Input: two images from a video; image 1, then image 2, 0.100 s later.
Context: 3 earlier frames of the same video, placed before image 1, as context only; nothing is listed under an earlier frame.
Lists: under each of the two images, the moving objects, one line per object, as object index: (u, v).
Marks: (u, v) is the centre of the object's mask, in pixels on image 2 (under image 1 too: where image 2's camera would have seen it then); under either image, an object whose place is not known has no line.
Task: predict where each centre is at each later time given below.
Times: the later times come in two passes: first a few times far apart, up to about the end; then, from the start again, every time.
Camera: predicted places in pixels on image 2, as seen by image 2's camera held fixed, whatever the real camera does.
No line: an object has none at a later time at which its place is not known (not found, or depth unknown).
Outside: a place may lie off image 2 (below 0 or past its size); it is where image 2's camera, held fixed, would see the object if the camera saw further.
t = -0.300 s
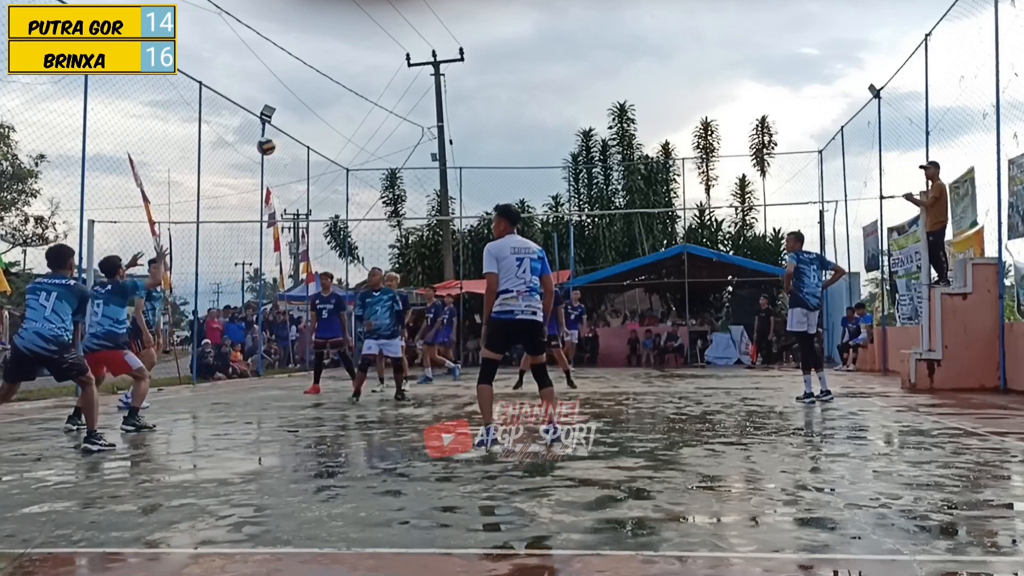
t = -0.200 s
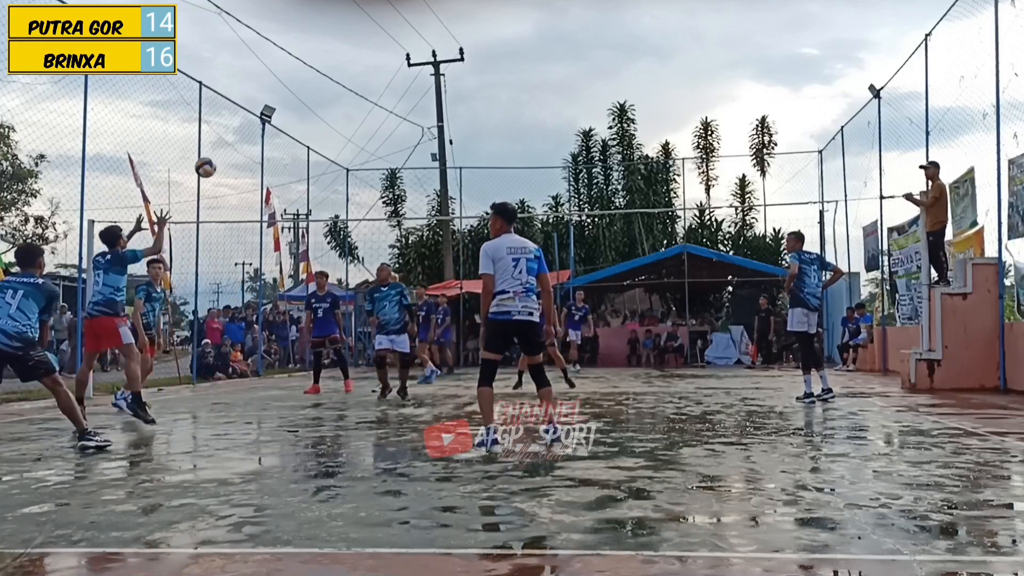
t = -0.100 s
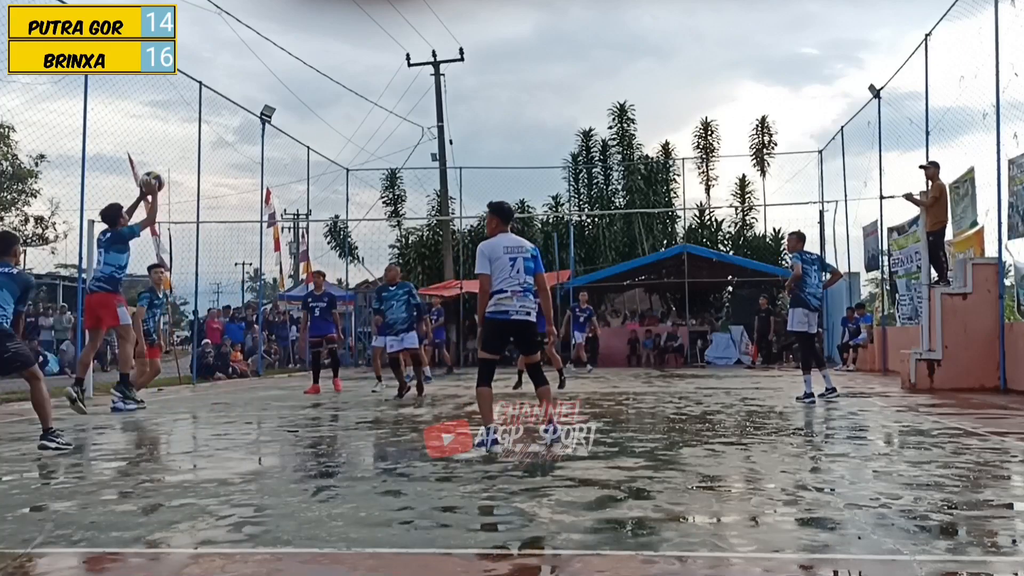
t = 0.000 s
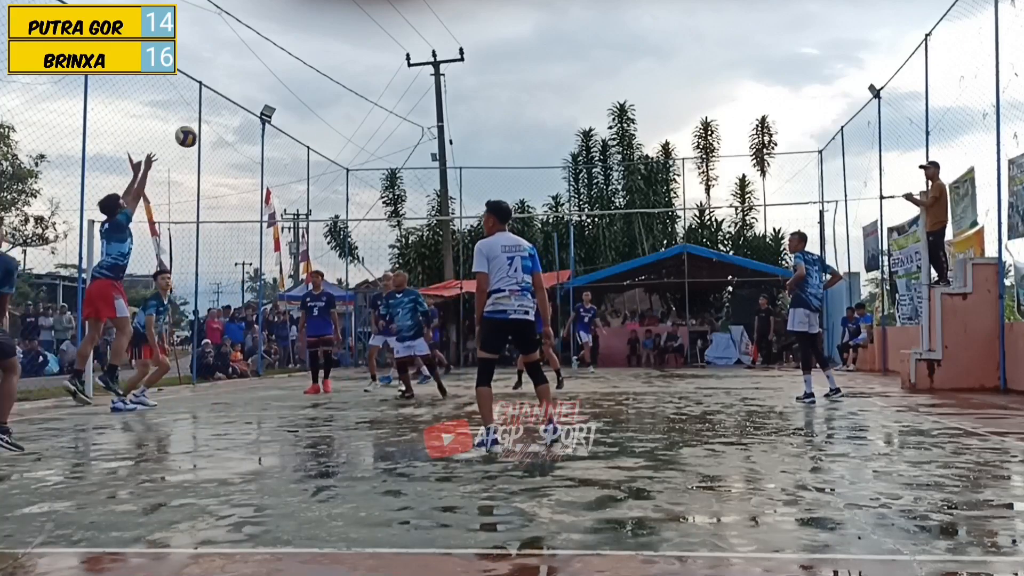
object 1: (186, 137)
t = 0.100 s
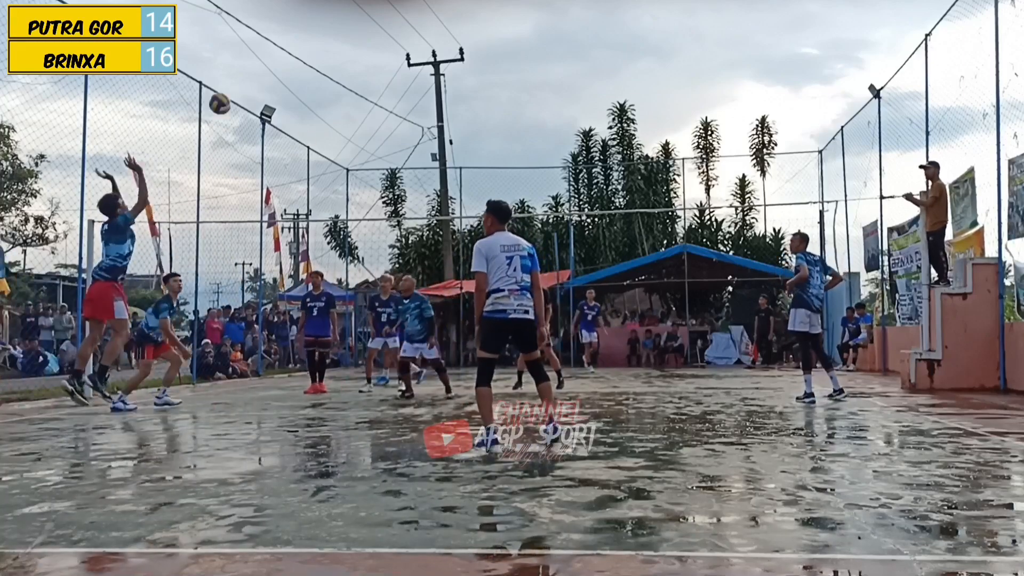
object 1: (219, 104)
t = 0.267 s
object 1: (272, 73)
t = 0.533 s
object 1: (350, 82)
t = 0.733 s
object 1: (403, 130)
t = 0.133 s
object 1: (230, 95)
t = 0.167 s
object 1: (241, 88)
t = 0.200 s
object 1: (251, 82)
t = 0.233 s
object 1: (262, 77)
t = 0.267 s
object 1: (272, 73)
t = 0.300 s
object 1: (282, 71)
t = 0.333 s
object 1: (292, 70)
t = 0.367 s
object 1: (302, 69)
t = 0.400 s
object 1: (312, 70)
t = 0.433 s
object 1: (322, 71)
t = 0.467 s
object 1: (331, 74)
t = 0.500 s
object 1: (340, 78)
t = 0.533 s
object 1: (350, 82)
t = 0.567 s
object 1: (359, 88)
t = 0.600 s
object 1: (368, 95)
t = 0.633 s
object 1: (377, 102)
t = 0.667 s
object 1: (386, 110)
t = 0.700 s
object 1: (395, 120)
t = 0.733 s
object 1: (403, 130)
